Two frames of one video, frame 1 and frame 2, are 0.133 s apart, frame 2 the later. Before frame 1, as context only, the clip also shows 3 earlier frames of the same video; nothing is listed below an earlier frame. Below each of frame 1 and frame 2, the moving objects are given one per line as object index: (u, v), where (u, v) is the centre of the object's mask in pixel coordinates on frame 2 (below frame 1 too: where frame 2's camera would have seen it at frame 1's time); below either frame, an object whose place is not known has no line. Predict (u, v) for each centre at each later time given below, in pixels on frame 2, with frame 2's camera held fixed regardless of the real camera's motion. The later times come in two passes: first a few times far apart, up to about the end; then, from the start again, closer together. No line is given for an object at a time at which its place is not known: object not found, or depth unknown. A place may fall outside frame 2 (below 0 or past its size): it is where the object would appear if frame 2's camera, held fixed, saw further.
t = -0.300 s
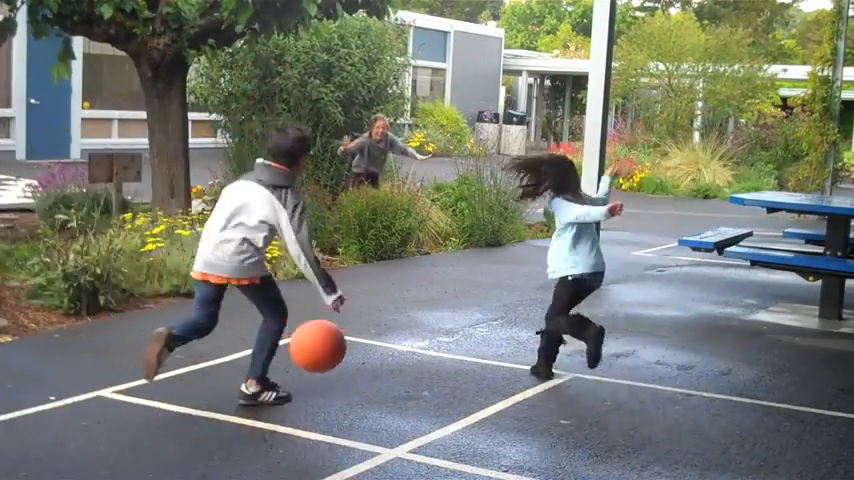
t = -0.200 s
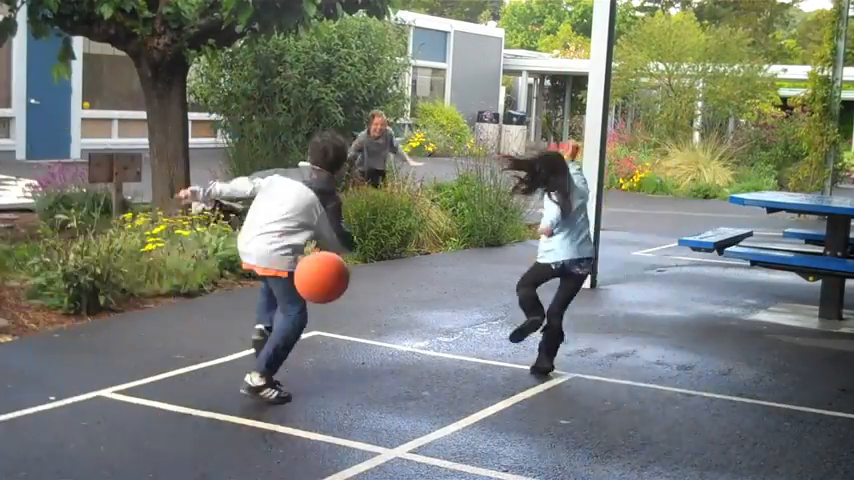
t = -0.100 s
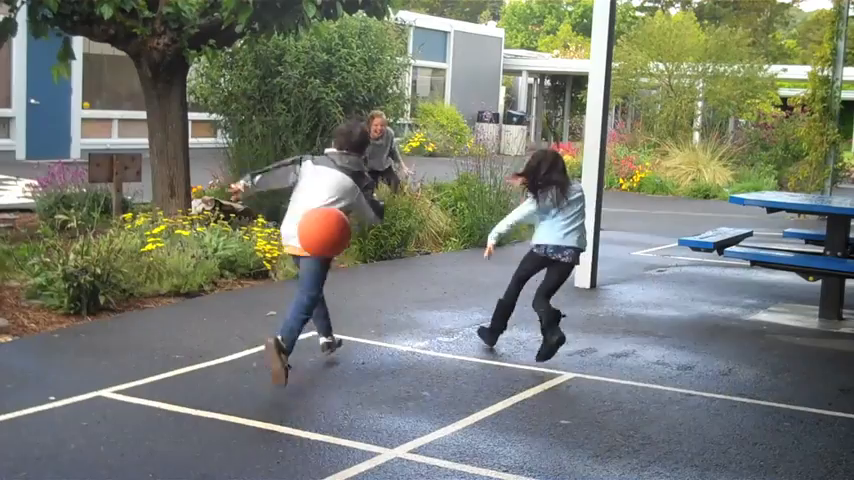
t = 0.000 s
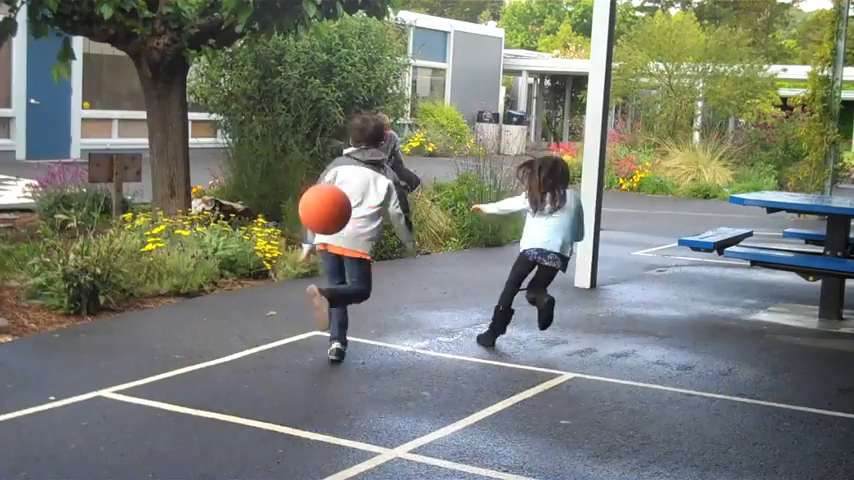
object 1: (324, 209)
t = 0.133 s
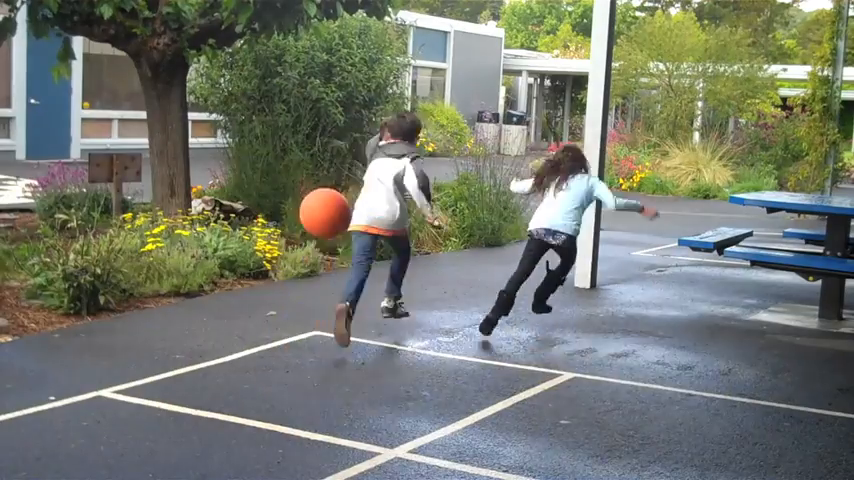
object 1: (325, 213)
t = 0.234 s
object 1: (323, 241)
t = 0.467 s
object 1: (318, 365)
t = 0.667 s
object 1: (317, 266)
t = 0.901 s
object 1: (311, 247)
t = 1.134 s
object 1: (302, 327)
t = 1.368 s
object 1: (298, 264)
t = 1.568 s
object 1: (291, 264)
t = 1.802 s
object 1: (283, 292)
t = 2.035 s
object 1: (277, 260)
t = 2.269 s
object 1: (269, 294)
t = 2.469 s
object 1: (261, 263)
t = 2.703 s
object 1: (252, 281)
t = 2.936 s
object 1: (242, 267)
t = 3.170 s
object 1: (229, 263)
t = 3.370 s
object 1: (219, 279)
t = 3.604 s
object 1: (218, 268)
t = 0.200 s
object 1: (324, 230)
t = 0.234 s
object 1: (323, 241)
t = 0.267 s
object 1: (323, 256)
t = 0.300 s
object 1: (322, 272)
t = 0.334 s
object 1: (321, 290)
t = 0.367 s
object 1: (320, 311)
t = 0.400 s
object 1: (319, 333)
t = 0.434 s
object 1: (318, 358)
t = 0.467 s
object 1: (318, 365)
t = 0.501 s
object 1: (318, 342)
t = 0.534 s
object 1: (318, 323)
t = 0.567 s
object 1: (318, 305)
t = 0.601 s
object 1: (318, 290)
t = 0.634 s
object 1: (317, 277)
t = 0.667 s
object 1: (317, 266)
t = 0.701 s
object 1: (316, 257)
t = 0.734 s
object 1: (316, 250)
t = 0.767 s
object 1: (315, 245)
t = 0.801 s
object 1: (314, 243)
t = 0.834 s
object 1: (314, 243)
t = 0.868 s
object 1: (312, 244)
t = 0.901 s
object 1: (311, 247)
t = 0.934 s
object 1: (310, 253)
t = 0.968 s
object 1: (309, 260)
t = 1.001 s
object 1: (308, 270)
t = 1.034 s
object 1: (307, 281)
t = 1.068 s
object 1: (305, 295)
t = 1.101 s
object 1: (304, 310)
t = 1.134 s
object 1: (302, 327)
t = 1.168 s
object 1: (302, 331)
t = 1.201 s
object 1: (301, 315)
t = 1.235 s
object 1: (300, 301)
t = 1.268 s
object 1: (300, 290)
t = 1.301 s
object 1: (299, 279)
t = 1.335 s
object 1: (298, 271)
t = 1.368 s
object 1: (298, 264)
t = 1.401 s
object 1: (297, 260)
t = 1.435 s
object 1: (296, 257)
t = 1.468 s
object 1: (295, 257)
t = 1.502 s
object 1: (294, 258)
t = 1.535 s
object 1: (292, 259)
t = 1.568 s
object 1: (291, 264)
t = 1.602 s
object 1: (290, 270)
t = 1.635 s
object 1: (289, 278)
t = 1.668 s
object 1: (287, 288)
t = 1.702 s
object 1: (286, 300)
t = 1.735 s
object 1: (284, 313)
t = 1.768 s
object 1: (284, 303)
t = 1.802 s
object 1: (283, 292)
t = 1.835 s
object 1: (283, 282)
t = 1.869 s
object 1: (282, 274)
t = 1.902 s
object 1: (281, 269)
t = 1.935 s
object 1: (280, 264)
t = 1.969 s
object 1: (279, 261)
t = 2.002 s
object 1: (278, 260)
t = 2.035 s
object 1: (277, 260)
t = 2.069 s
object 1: (276, 262)
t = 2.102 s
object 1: (275, 265)
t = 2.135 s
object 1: (274, 271)
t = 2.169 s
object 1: (272, 278)
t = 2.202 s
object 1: (271, 286)
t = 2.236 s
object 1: (270, 297)
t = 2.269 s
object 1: (269, 294)
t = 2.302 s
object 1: (268, 284)
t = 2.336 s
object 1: (267, 277)
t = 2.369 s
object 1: (265, 271)
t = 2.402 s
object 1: (264, 267)
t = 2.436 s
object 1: (263, 265)
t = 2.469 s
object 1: (261, 263)
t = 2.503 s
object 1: (260, 264)
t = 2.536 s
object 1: (259, 266)
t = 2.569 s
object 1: (258, 270)
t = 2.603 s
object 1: (256, 275)
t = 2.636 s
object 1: (255, 282)
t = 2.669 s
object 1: (253, 288)
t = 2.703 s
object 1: (252, 281)
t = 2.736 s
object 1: (251, 274)
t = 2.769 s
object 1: (249, 269)
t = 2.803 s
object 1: (248, 265)
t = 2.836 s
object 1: (246, 264)
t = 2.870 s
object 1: (245, 263)
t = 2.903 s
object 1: (244, 264)
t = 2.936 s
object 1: (242, 267)
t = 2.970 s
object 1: (240, 270)
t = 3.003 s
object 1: (238, 276)
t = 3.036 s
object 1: (236, 281)
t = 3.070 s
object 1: (235, 275)
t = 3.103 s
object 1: (233, 270)
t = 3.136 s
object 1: (232, 266)
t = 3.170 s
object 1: (229, 263)
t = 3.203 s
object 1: (228, 263)
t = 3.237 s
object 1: (227, 263)
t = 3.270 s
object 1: (225, 266)
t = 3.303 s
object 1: (223, 269)
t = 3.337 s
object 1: (221, 274)
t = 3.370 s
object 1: (219, 279)
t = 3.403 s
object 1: (218, 279)
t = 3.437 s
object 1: (217, 275)
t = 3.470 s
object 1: (217, 271)
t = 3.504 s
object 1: (217, 268)
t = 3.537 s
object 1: (217, 267)
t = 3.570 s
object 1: (218, 267)
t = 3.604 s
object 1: (218, 268)
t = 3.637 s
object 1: (219, 270)
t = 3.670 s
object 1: (220, 272)
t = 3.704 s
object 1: (222, 276)
